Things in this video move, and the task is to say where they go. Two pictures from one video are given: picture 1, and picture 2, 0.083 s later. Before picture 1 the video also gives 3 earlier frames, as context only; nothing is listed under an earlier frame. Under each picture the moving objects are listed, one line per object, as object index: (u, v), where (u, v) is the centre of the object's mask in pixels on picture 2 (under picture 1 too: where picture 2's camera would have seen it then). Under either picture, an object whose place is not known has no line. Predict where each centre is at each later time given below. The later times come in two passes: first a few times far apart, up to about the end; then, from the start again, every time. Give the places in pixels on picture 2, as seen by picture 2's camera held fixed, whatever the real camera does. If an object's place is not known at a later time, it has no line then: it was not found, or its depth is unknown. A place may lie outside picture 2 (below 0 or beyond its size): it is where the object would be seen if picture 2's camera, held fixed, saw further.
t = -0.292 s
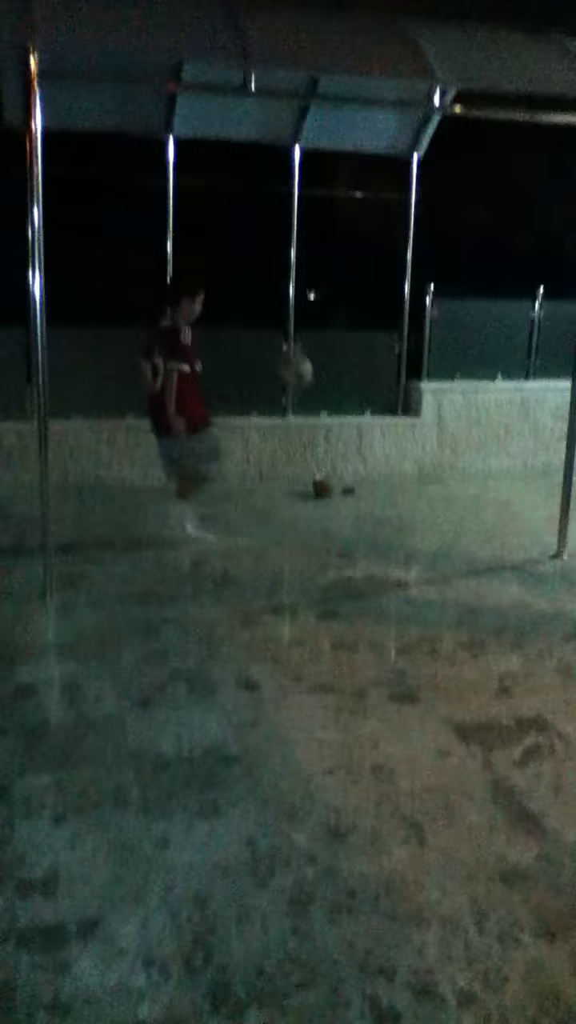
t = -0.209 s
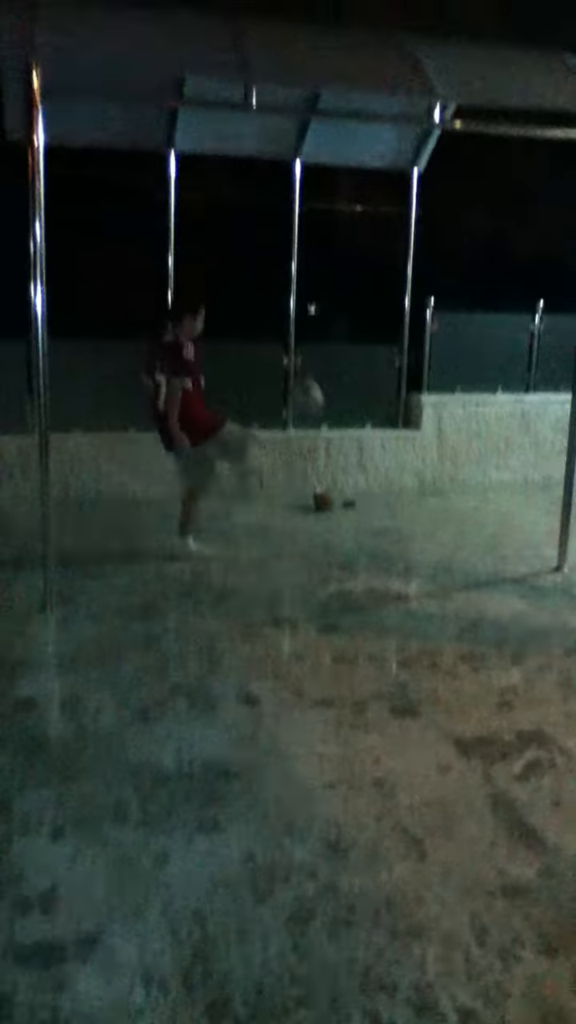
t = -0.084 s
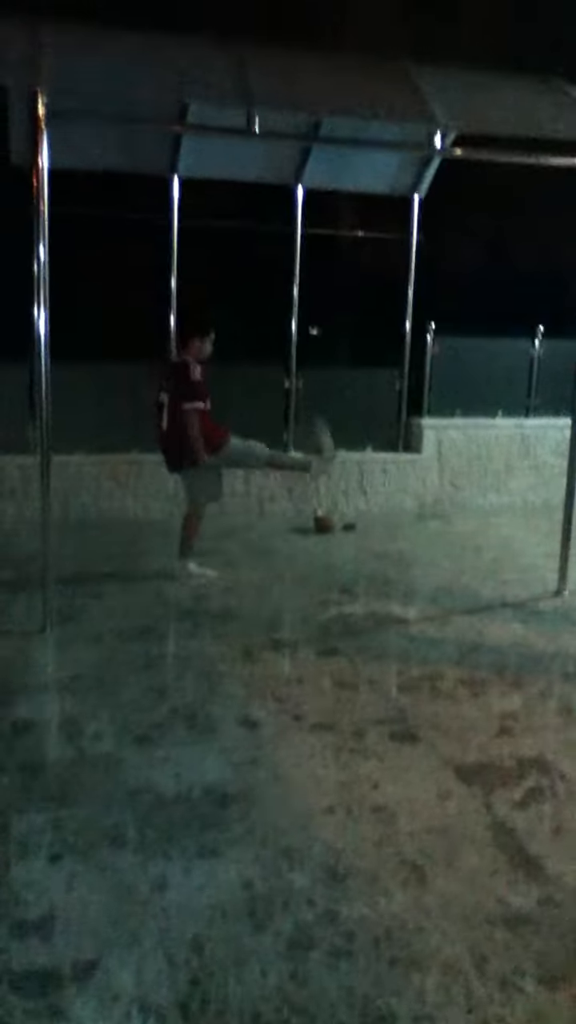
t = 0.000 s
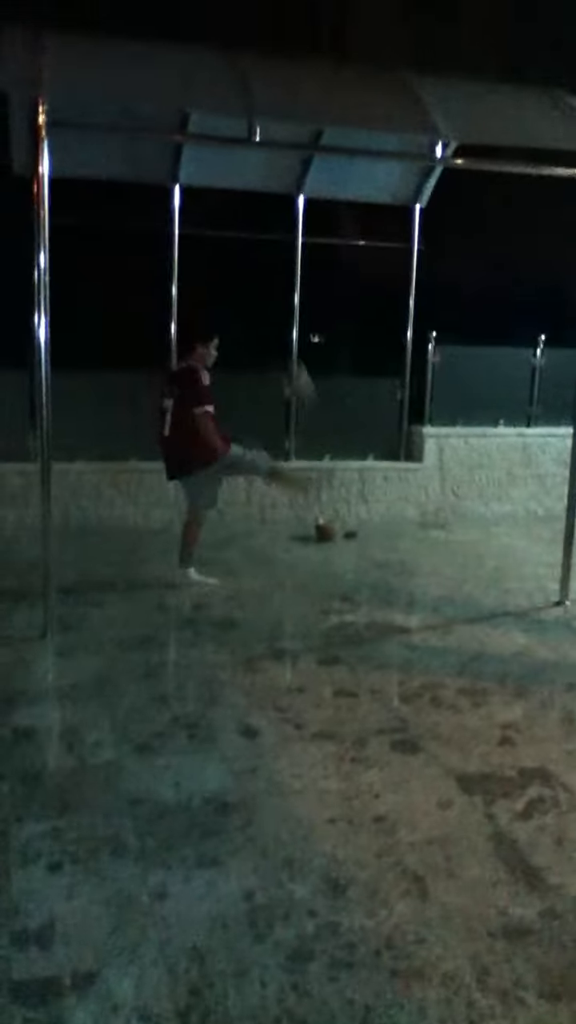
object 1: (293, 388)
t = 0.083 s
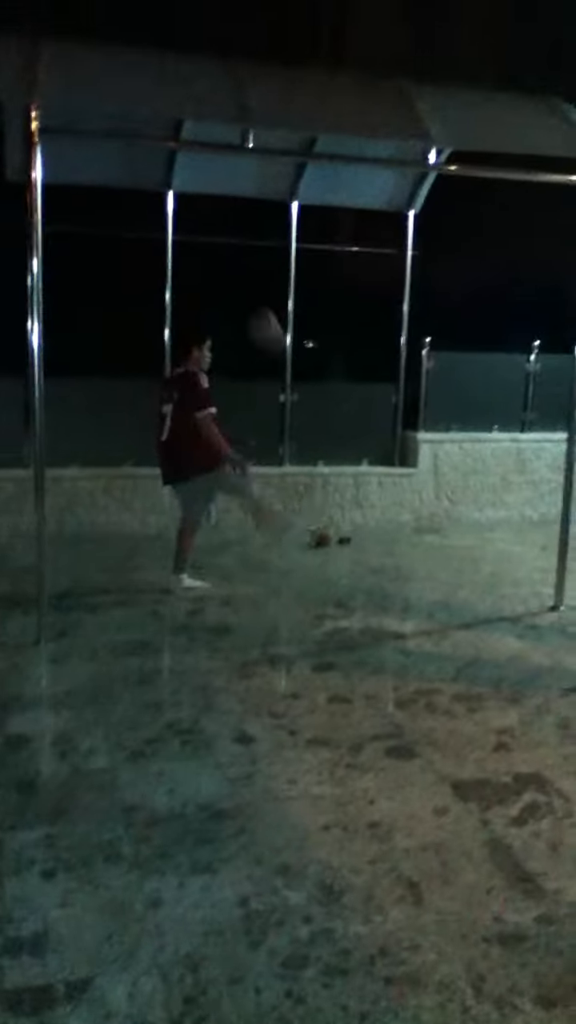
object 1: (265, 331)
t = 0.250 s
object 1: (218, 253)
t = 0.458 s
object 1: (158, 228)
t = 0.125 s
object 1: (255, 307)
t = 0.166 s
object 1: (244, 289)
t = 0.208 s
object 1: (230, 268)
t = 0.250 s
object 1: (218, 253)
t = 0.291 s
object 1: (206, 242)
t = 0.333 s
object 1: (194, 232)
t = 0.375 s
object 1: (184, 228)
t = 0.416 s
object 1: (171, 226)
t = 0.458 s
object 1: (158, 228)
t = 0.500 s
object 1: (147, 230)
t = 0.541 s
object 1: (137, 235)
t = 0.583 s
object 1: (126, 245)
